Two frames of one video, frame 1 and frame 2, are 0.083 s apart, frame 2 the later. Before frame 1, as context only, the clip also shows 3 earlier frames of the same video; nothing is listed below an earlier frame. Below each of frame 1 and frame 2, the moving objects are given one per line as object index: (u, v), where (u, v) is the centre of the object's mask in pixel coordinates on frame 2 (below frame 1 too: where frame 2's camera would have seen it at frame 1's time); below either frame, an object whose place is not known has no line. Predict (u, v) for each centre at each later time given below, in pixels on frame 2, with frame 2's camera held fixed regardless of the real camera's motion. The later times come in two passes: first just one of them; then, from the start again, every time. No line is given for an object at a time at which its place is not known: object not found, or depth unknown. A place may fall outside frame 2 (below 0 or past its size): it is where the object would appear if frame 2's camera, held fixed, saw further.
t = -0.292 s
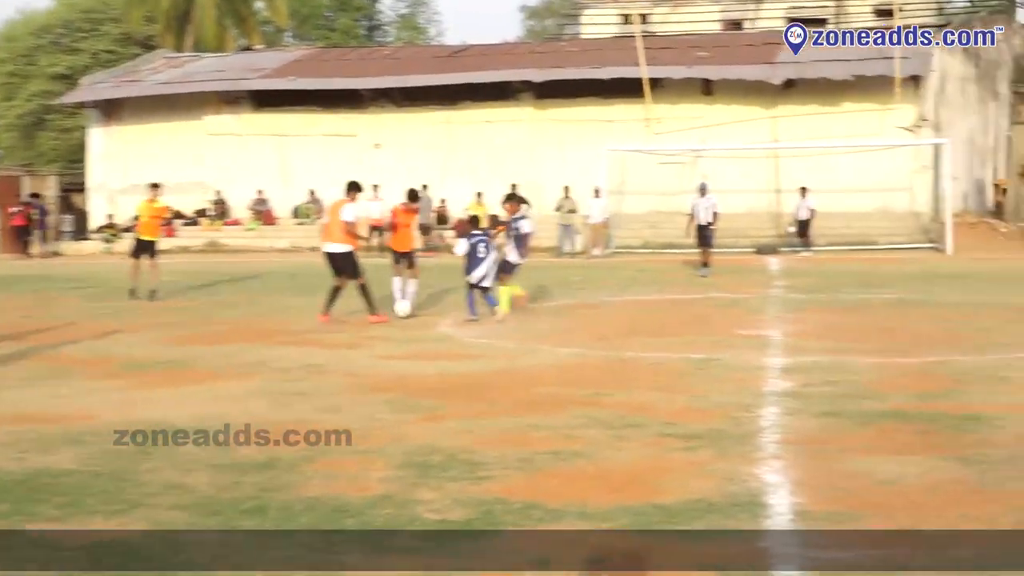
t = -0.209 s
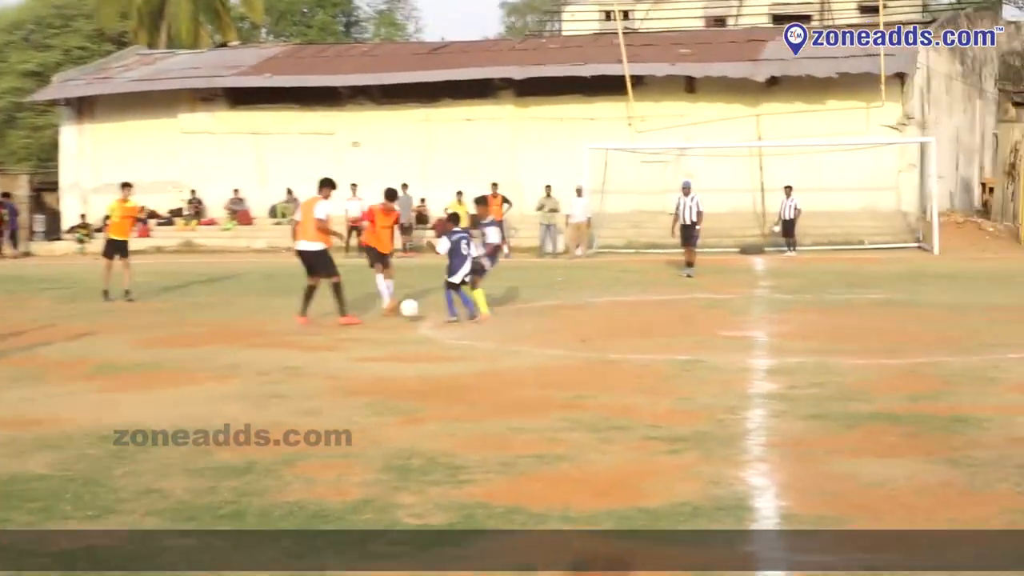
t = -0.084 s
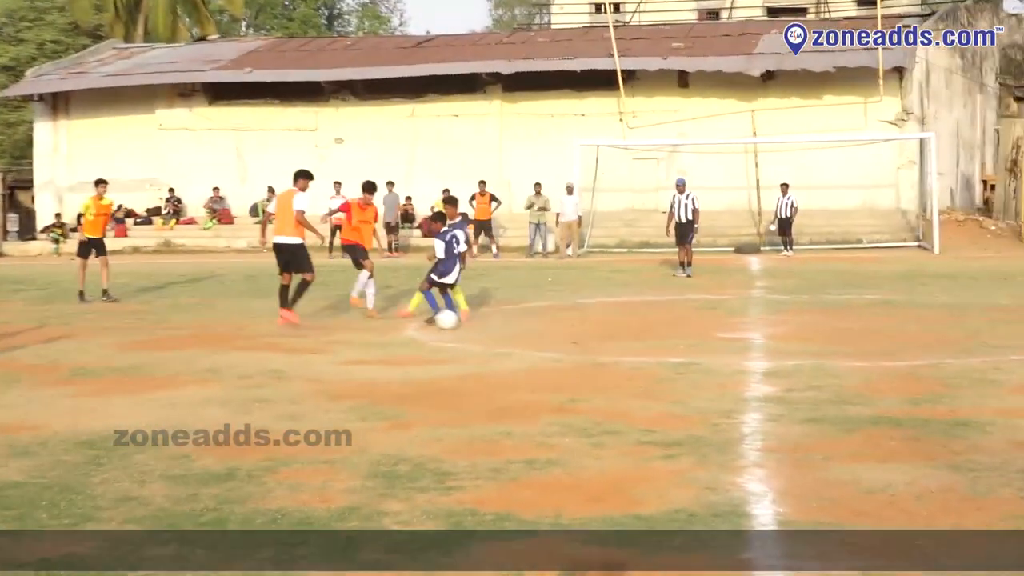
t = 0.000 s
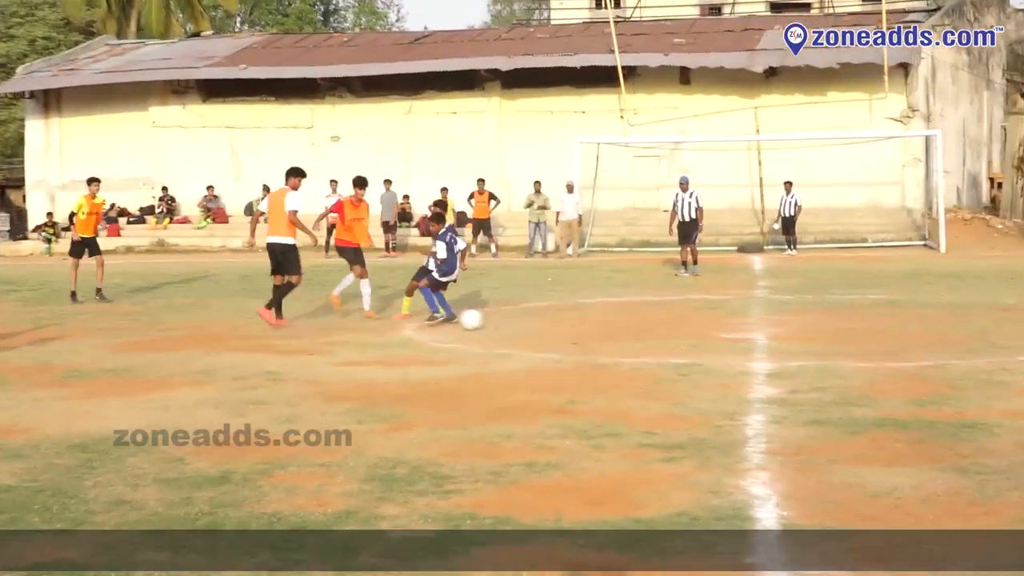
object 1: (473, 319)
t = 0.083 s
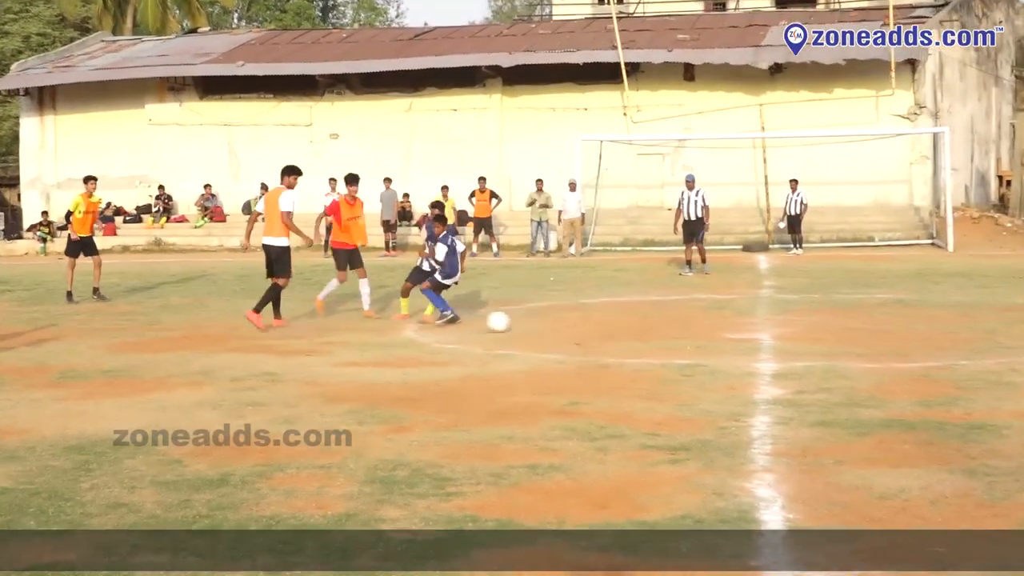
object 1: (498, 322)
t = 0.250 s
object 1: (544, 327)
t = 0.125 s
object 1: (510, 323)
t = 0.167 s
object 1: (522, 324)
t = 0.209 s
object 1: (533, 326)
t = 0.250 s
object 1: (544, 327)
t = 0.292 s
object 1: (555, 329)
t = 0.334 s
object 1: (565, 330)
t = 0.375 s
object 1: (580, 331)
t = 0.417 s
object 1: (588, 332)
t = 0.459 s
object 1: (595, 334)
